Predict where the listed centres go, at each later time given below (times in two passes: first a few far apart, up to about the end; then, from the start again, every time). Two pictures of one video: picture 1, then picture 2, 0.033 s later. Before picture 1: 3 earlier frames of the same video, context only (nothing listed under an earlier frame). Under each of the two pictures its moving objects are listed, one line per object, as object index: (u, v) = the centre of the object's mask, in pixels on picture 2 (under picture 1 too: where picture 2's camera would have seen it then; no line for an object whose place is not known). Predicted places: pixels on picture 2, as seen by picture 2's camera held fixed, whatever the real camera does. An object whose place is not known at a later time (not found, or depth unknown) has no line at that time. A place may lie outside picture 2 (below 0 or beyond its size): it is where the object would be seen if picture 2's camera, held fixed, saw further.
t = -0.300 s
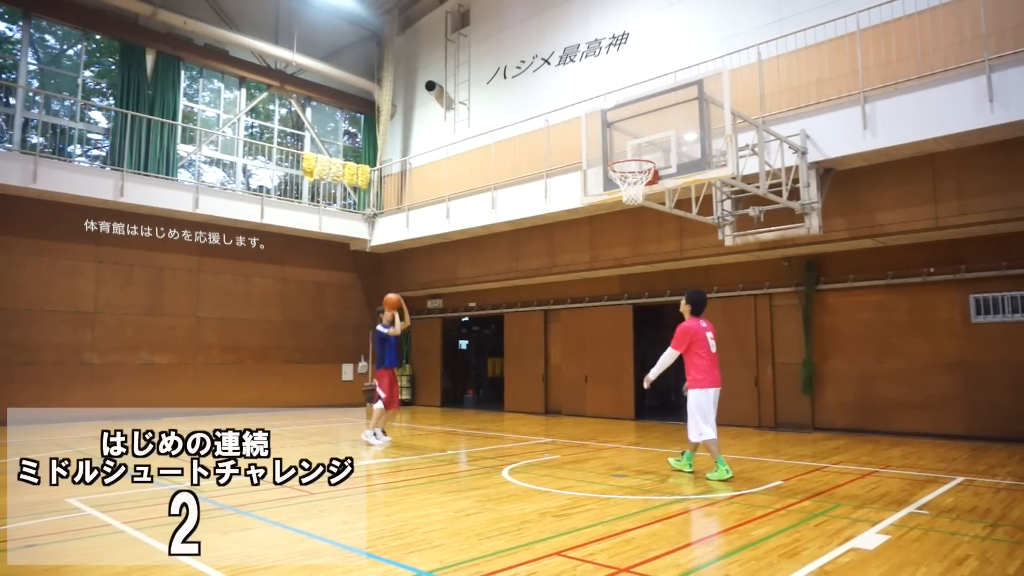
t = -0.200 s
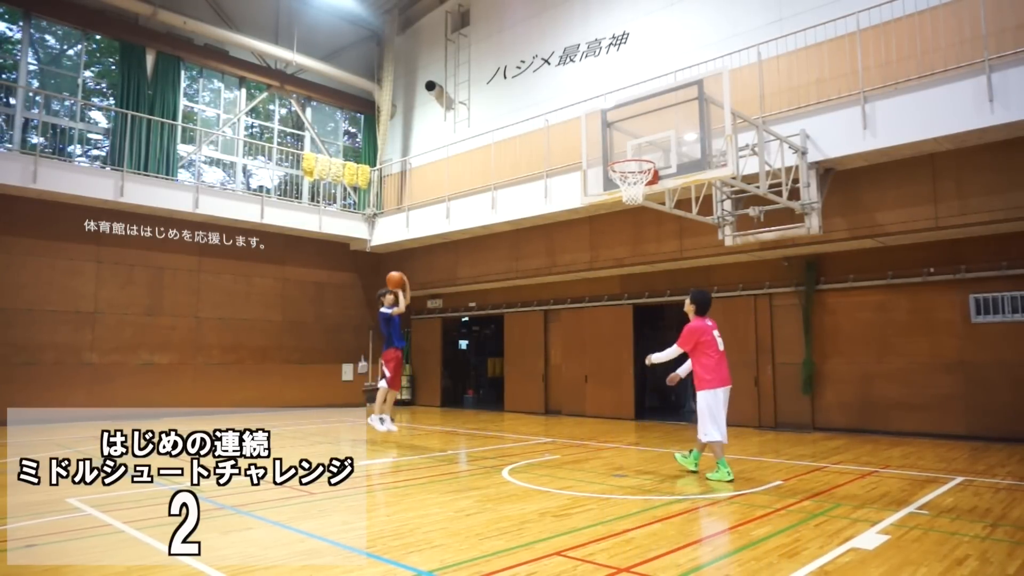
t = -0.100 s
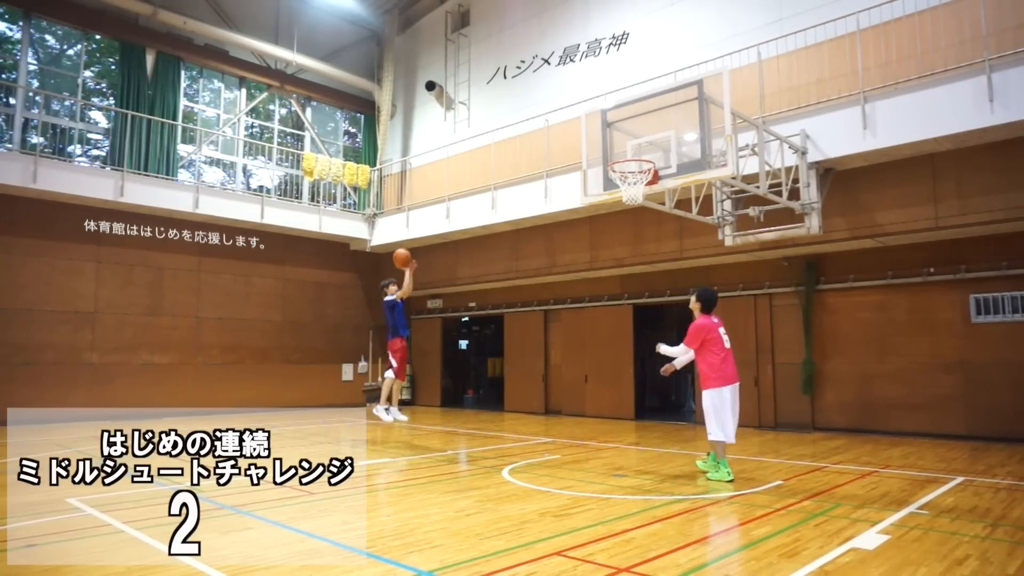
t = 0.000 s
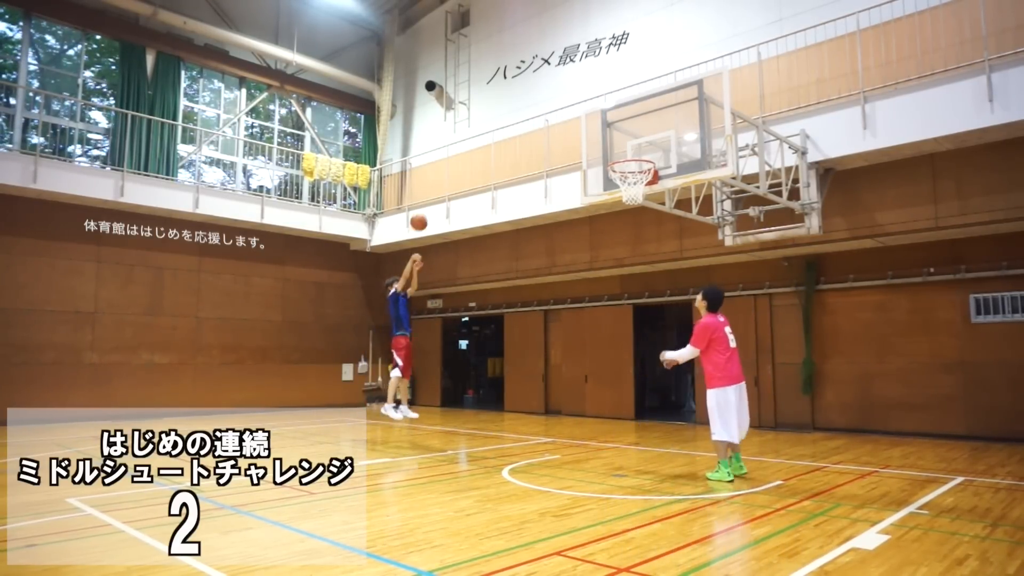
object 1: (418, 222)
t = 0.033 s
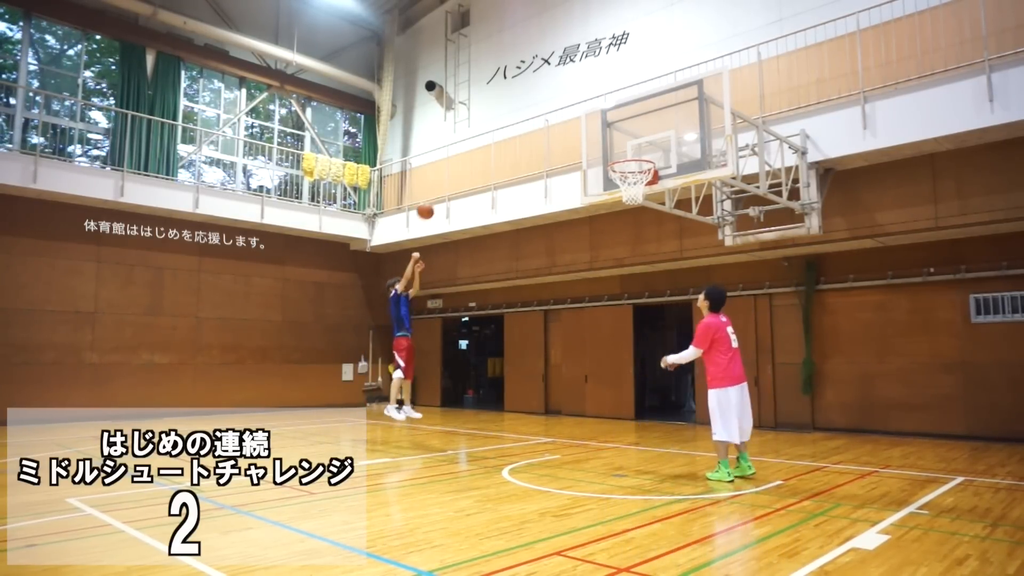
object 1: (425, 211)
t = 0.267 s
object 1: (475, 148)
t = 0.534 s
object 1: (538, 121)
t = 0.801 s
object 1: (612, 151)
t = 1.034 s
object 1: (640, 183)
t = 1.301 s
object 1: (630, 234)
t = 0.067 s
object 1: (432, 200)
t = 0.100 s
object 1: (439, 190)
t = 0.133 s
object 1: (446, 180)
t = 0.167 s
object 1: (453, 171)
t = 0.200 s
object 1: (460, 163)
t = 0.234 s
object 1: (467, 155)
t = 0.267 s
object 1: (475, 148)
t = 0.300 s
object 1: (482, 142)
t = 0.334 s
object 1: (489, 137)
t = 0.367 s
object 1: (497, 132)
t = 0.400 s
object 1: (505, 128)
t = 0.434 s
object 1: (513, 125)
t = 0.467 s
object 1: (521, 122)
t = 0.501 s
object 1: (530, 121)
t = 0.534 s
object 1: (538, 121)
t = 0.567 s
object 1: (547, 121)
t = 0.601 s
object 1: (555, 122)
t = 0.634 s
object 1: (564, 124)
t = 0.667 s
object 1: (573, 128)
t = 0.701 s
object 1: (583, 132)
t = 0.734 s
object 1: (592, 137)
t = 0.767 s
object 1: (602, 144)
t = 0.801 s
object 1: (612, 151)
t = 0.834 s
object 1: (623, 159)
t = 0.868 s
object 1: (633, 170)
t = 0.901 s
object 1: (643, 179)
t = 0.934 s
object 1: (643, 183)
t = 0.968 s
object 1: (644, 179)
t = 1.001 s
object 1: (643, 180)
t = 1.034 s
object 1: (640, 183)
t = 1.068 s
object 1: (639, 186)
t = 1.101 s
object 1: (637, 189)
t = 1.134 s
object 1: (636, 193)
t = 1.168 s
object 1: (635, 200)
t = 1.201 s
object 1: (633, 207)
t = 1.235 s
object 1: (632, 215)
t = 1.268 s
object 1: (631, 224)
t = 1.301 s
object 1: (630, 234)
